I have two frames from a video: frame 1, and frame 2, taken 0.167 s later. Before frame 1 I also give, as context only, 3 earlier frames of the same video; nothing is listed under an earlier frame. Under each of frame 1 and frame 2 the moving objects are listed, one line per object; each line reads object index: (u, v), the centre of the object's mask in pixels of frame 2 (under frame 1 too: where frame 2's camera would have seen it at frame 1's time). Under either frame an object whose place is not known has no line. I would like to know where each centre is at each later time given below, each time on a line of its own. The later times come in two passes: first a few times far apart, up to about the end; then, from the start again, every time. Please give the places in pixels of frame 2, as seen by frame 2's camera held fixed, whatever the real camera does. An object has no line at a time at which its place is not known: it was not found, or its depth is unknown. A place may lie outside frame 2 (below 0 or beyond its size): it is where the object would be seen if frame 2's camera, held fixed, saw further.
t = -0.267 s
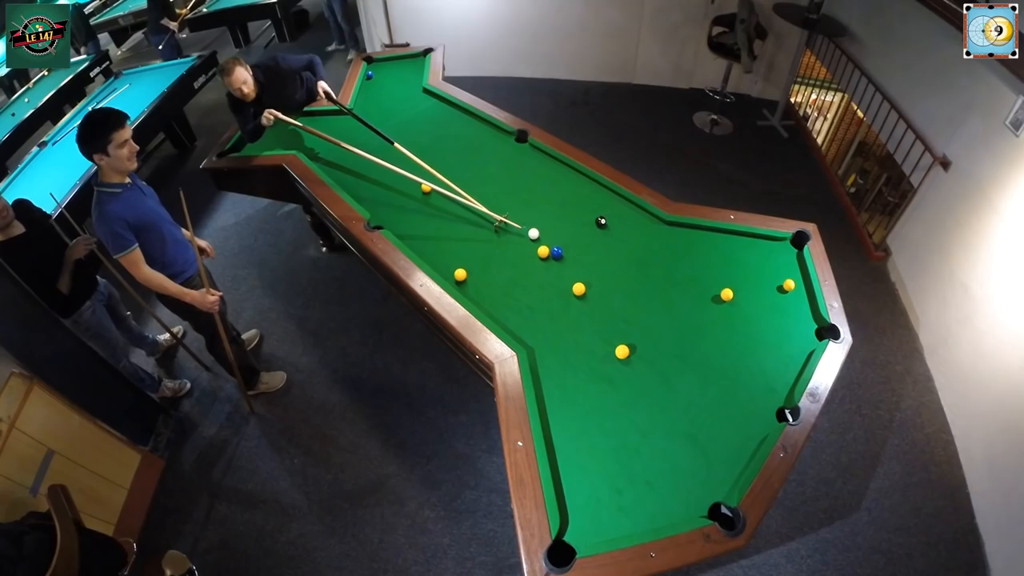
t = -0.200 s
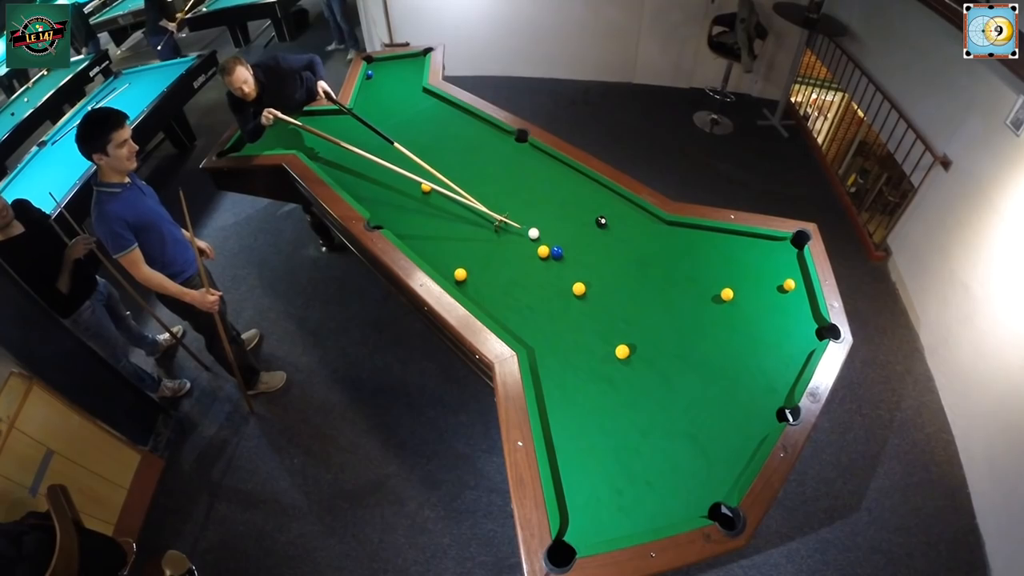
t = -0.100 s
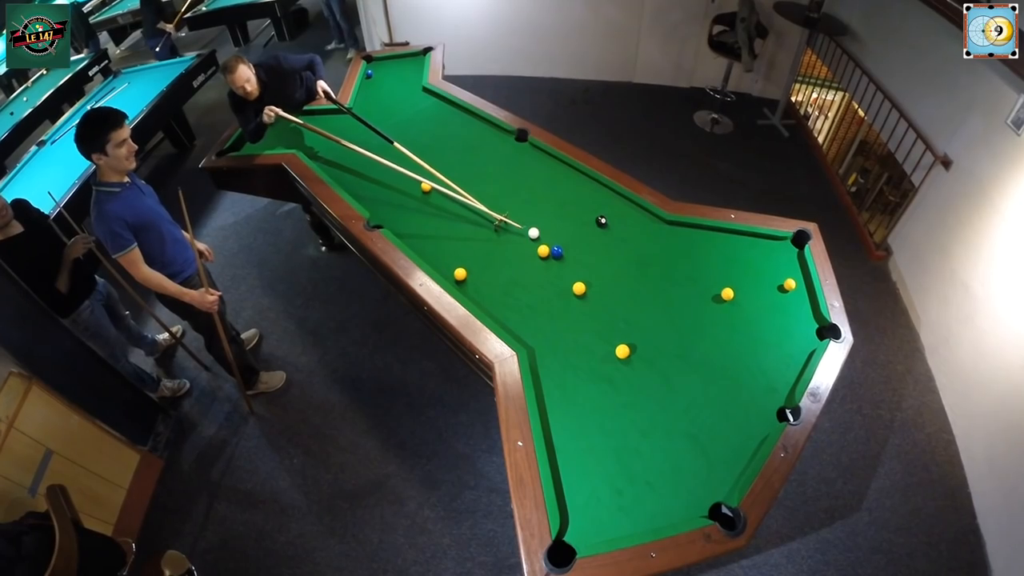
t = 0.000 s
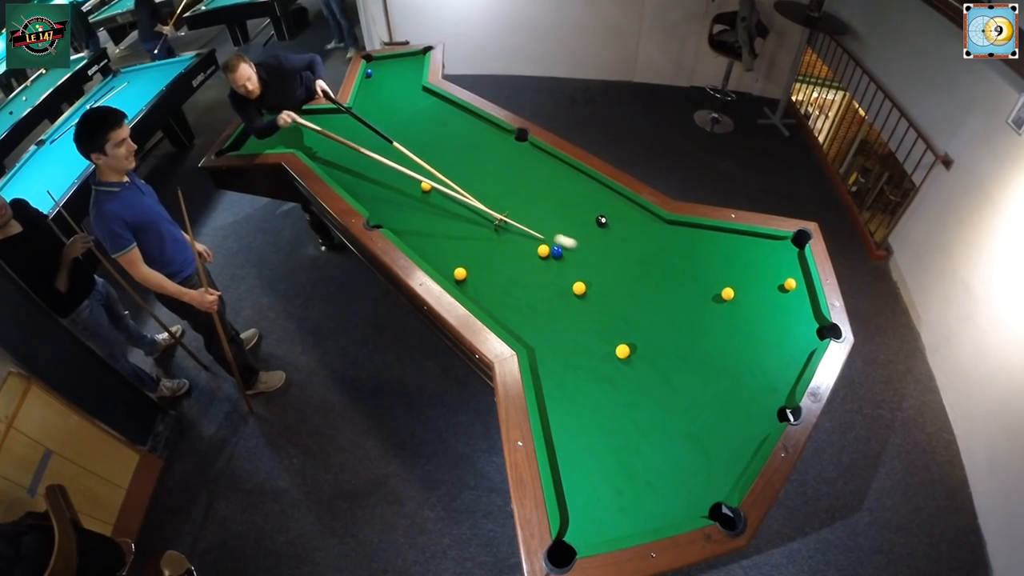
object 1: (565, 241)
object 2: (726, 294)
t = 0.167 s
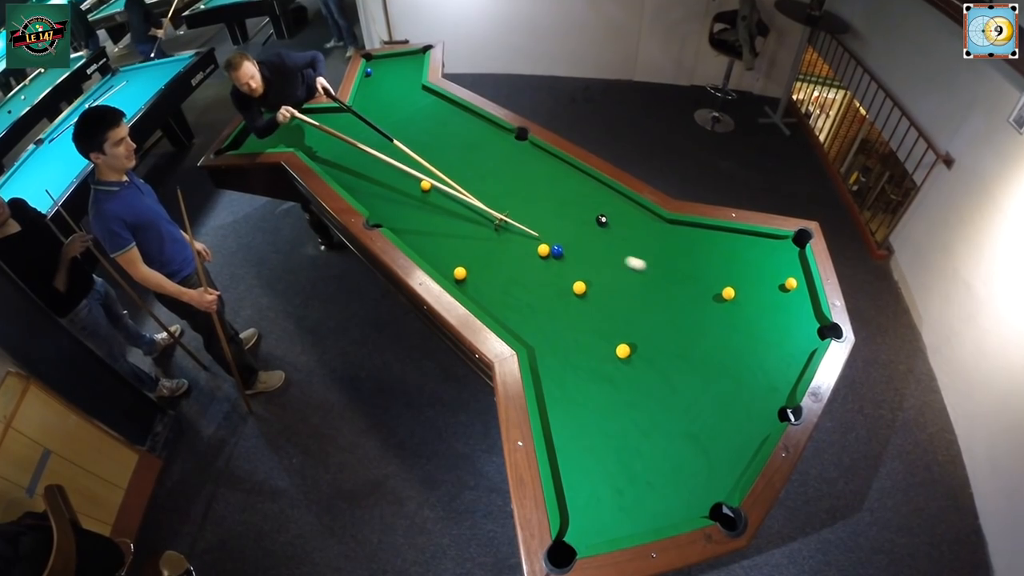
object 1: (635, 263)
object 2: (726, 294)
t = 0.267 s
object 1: (672, 276)
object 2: (726, 294)
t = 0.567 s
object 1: (721, 297)
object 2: (772, 305)
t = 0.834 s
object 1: (739, 310)
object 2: (817, 318)
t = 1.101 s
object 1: (756, 321)
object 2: (808, 337)
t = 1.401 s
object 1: (773, 332)
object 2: (798, 358)
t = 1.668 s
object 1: (786, 342)
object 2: (790, 376)
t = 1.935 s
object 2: (781, 393)
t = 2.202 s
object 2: (771, 410)
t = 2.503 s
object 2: (760, 428)
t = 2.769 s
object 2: (750, 442)
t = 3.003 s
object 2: (741, 454)
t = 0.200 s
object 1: (648, 268)
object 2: (727, 294)
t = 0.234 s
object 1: (660, 272)
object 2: (726, 294)
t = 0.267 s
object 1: (672, 276)
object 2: (726, 294)
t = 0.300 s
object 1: (684, 280)
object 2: (726, 294)
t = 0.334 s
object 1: (696, 284)
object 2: (727, 294)
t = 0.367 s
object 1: (708, 288)
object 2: (726, 294)
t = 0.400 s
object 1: (716, 291)
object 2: (731, 295)
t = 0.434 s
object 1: (716, 292)
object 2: (740, 297)
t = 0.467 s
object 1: (717, 293)
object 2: (749, 299)
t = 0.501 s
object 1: (718, 294)
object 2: (757, 301)
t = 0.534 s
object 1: (719, 296)
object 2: (765, 303)
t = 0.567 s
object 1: (721, 297)
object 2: (772, 305)
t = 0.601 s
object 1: (724, 299)
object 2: (779, 306)
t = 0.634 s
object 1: (726, 301)
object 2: (786, 308)
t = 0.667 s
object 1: (728, 302)
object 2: (792, 310)
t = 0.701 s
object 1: (731, 304)
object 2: (799, 311)
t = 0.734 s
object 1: (733, 305)
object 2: (805, 313)
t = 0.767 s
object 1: (735, 306)
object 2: (811, 314)
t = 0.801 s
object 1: (737, 308)
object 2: (817, 316)
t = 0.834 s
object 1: (739, 310)
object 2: (817, 318)
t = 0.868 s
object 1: (741, 311)
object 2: (815, 320)
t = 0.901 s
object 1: (743, 312)
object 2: (814, 322)
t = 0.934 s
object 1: (745, 314)
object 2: (812, 325)
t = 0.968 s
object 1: (748, 315)
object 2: (812, 327)
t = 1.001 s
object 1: (750, 317)
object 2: (810, 330)
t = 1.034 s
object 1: (752, 318)
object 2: (810, 332)
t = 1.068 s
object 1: (754, 319)
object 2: (809, 334)
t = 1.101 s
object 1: (756, 321)
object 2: (808, 337)
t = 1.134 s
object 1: (758, 322)
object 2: (807, 339)
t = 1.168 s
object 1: (760, 323)
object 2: (806, 341)
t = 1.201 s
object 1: (761, 325)
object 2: (805, 344)
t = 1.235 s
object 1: (763, 326)
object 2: (804, 346)
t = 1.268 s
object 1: (765, 327)
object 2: (803, 349)
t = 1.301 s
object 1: (767, 329)
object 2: (801, 351)
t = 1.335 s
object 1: (769, 330)
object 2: (800, 353)
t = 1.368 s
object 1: (771, 331)
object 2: (800, 355)
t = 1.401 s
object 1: (773, 332)
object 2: (798, 358)
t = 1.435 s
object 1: (774, 334)
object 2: (797, 360)
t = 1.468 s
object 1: (776, 335)
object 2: (796, 362)
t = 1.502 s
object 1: (778, 336)
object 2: (795, 365)
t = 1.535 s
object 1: (779, 337)
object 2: (794, 367)
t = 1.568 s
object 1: (781, 339)
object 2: (793, 369)
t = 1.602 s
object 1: (783, 340)
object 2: (792, 372)
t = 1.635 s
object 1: (784, 341)
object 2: (791, 373)
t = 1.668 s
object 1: (786, 342)
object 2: (790, 376)
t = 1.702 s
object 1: (787, 343)
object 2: (789, 378)
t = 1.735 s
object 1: (789, 344)
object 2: (787, 380)
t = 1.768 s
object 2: (787, 382)
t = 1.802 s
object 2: (786, 384)
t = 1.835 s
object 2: (784, 387)
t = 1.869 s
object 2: (783, 389)
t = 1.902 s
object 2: (782, 391)
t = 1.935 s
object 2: (781, 393)
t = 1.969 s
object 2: (780, 395)
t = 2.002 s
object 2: (778, 397)
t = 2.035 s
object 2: (777, 399)
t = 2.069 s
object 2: (776, 401)
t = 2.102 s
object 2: (775, 404)
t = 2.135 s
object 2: (773, 406)
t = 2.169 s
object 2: (772, 408)
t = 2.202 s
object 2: (771, 410)
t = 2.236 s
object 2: (770, 412)
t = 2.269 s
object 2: (768, 414)
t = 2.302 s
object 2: (767, 416)
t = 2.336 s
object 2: (766, 418)
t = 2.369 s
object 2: (765, 420)
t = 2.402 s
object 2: (764, 422)
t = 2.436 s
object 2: (763, 424)
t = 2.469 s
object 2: (761, 426)
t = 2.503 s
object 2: (760, 428)
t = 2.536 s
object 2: (759, 430)
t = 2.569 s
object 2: (758, 432)
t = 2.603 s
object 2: (756, 434)
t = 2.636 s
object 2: (755, 435)
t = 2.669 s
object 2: (754, 437)
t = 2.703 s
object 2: (752, 439)
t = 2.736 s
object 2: (751, 441)
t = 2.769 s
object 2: (750, 442)
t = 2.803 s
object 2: (749, 444)
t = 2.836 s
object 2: (747, 446)
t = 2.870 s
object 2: (746, 447)
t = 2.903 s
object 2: (745, 449)
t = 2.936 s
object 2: (743, 451)
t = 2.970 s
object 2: (742, 452)
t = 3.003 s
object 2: (741, 454)
